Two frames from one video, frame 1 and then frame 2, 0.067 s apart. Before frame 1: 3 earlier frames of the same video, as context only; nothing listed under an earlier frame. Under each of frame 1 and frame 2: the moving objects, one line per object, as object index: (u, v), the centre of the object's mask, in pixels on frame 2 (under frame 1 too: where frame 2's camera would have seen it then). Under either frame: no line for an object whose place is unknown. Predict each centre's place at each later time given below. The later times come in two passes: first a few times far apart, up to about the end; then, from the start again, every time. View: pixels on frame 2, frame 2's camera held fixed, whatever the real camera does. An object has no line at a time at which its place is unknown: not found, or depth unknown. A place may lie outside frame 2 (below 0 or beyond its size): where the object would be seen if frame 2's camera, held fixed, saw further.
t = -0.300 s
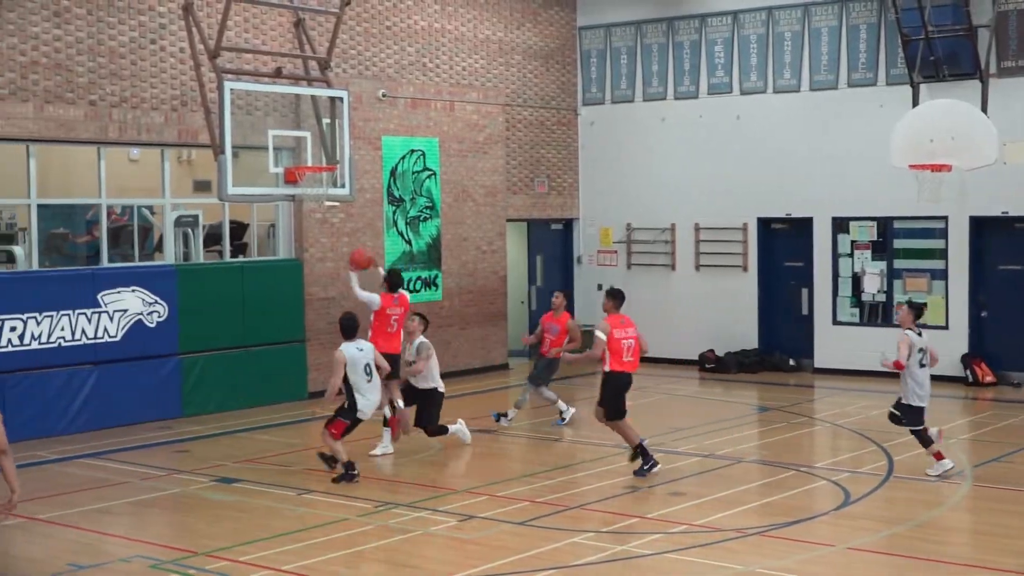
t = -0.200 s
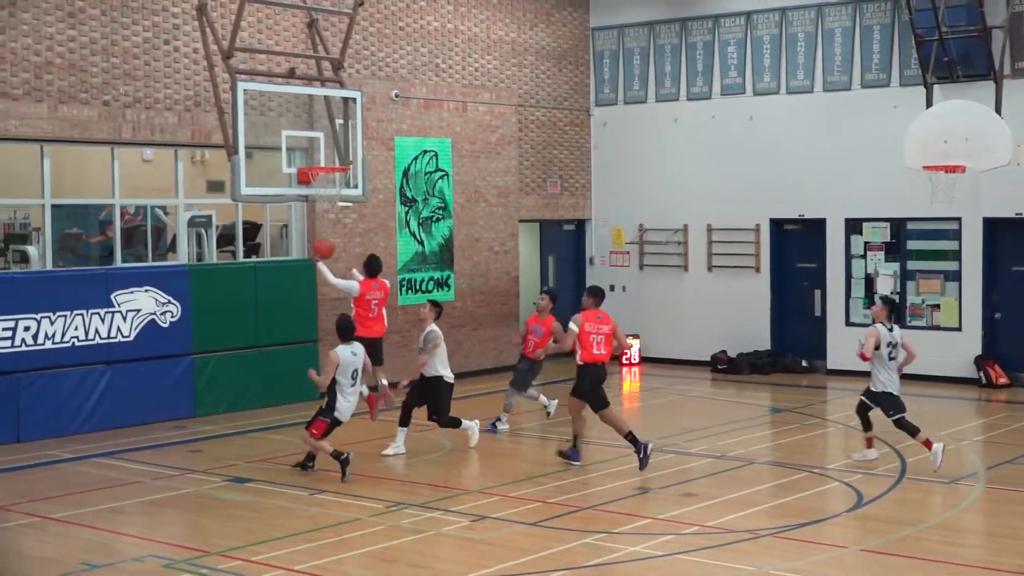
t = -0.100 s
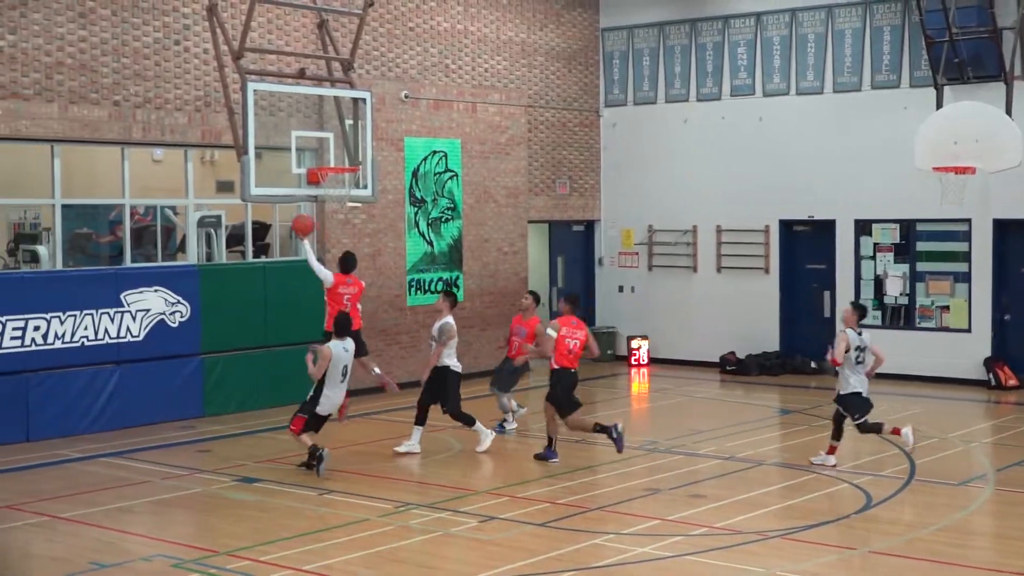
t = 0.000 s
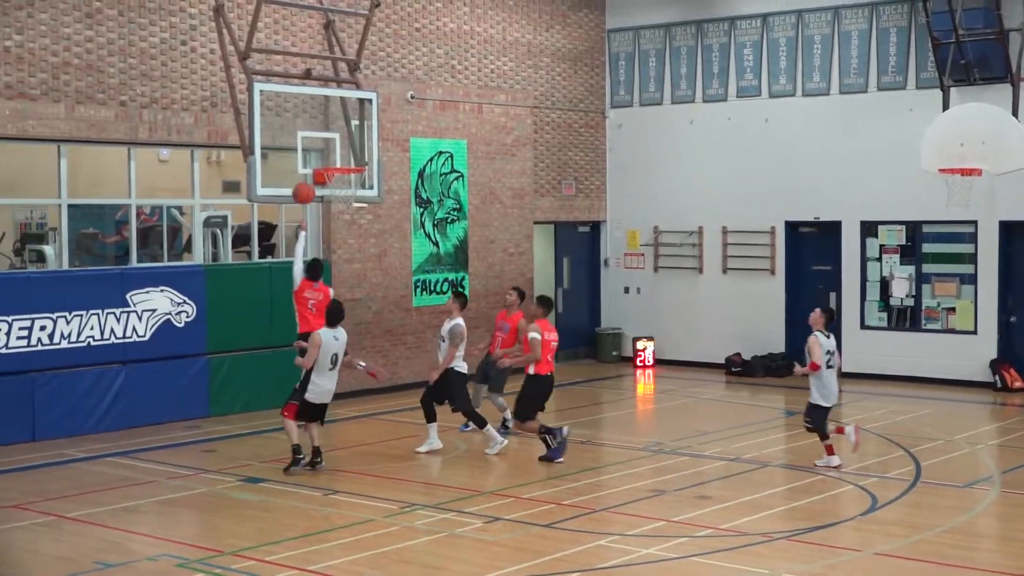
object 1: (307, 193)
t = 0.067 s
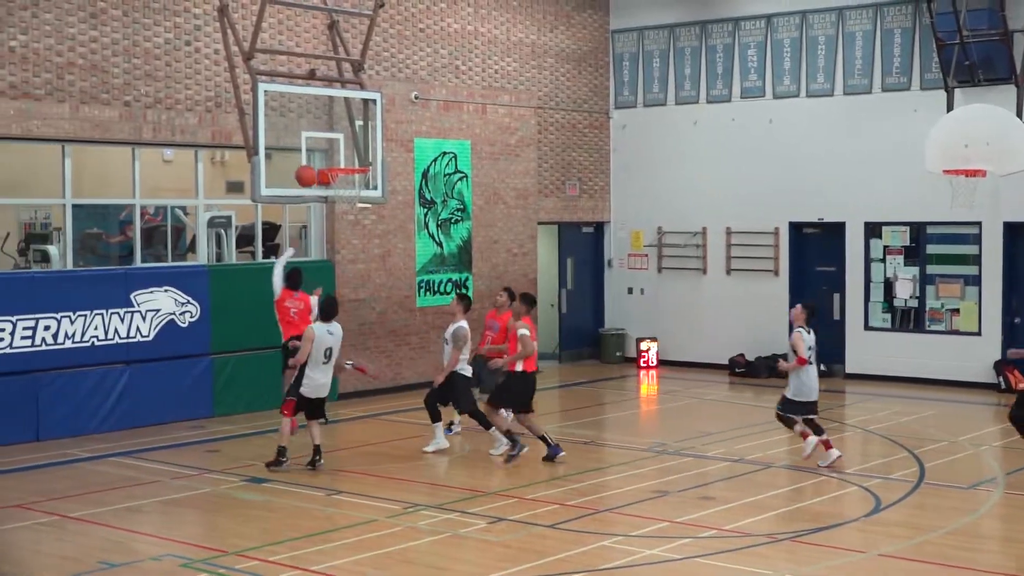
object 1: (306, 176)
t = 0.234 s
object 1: (306, 150)
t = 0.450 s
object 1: (337, 152)
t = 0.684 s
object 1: (353, 160)
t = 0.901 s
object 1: (361, 195)
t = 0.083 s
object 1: (306, 172)
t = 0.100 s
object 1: (306, 169)
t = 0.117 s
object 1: (305, 166)
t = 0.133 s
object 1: (305, 163)
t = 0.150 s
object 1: (304, 160)
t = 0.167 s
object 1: (304, 158)
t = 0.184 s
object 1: (304, 155)
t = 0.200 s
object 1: (304, 154)
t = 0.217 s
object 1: (304, 152)
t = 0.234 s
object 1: (306, 150)
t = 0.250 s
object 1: (309, 149)
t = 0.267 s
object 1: (310, 148)
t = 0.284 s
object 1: (313, 147)
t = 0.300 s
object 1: (315, 147)
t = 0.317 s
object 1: (318, 147)
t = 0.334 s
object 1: (320, 146)
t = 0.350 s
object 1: (322, 147)
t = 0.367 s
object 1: (325, 147)
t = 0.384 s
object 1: (327, 148)
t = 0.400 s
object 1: (330, 149)
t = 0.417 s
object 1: (333, 150)
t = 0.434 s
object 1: (335, 150)
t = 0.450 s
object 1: (337, 152)
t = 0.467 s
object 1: (338, 154)
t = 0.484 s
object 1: (341, 157)
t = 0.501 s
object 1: (344, 158)
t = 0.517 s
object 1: (344, 158)
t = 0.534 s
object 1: (345, 158)
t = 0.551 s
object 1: (346, 157)
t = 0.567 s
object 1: (347, 157)
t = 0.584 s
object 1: (348, 157)
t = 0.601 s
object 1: (349, 157)
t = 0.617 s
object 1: (349, 157)
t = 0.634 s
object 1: (351, 158)
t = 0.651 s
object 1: (352, 158)
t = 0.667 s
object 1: (352, 159)
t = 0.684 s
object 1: (353, 160)
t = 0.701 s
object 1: (353, 161)
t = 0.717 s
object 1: (356, 165)
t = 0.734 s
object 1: (357, 168)
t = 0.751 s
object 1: (358, 171)
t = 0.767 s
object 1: (359, 174)
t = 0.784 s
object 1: (360, 178)
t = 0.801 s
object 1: (361, 180)
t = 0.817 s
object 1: (361, 183)
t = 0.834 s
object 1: (360, 185)
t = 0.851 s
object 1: (360, 189)
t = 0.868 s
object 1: (361, 190)
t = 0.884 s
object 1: (361, 192)
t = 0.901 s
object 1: (361, 195)
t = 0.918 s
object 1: (360, 197)
